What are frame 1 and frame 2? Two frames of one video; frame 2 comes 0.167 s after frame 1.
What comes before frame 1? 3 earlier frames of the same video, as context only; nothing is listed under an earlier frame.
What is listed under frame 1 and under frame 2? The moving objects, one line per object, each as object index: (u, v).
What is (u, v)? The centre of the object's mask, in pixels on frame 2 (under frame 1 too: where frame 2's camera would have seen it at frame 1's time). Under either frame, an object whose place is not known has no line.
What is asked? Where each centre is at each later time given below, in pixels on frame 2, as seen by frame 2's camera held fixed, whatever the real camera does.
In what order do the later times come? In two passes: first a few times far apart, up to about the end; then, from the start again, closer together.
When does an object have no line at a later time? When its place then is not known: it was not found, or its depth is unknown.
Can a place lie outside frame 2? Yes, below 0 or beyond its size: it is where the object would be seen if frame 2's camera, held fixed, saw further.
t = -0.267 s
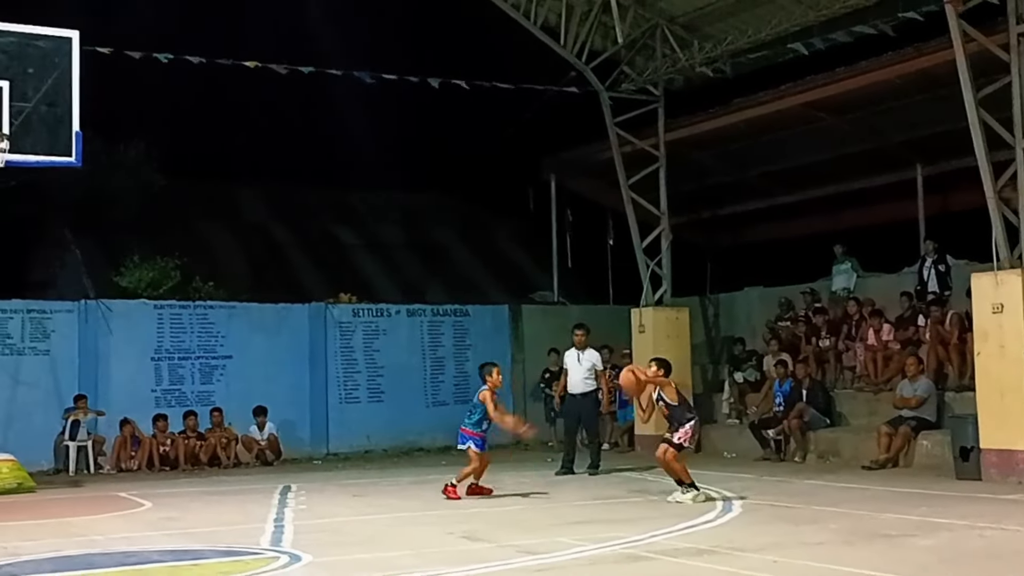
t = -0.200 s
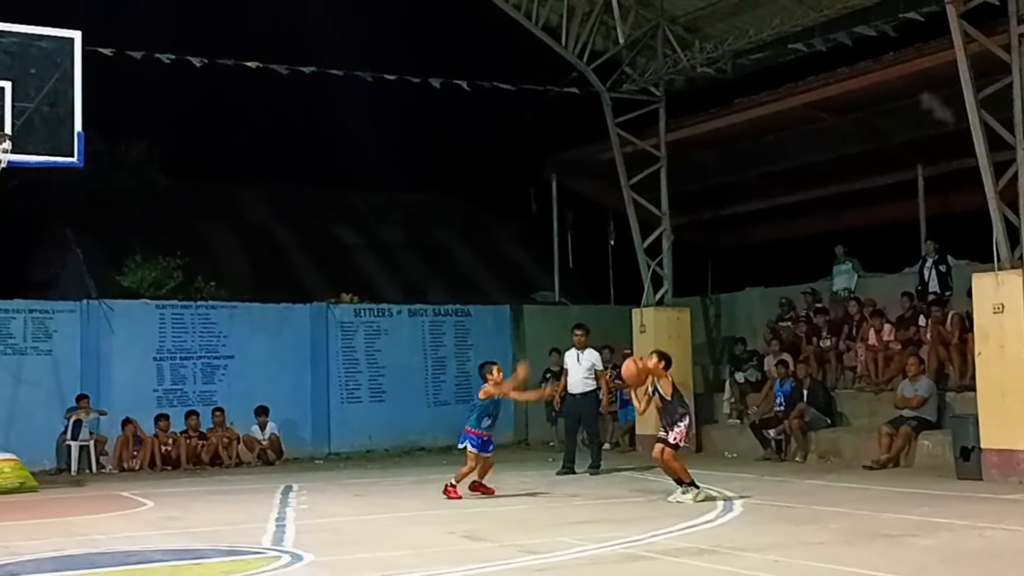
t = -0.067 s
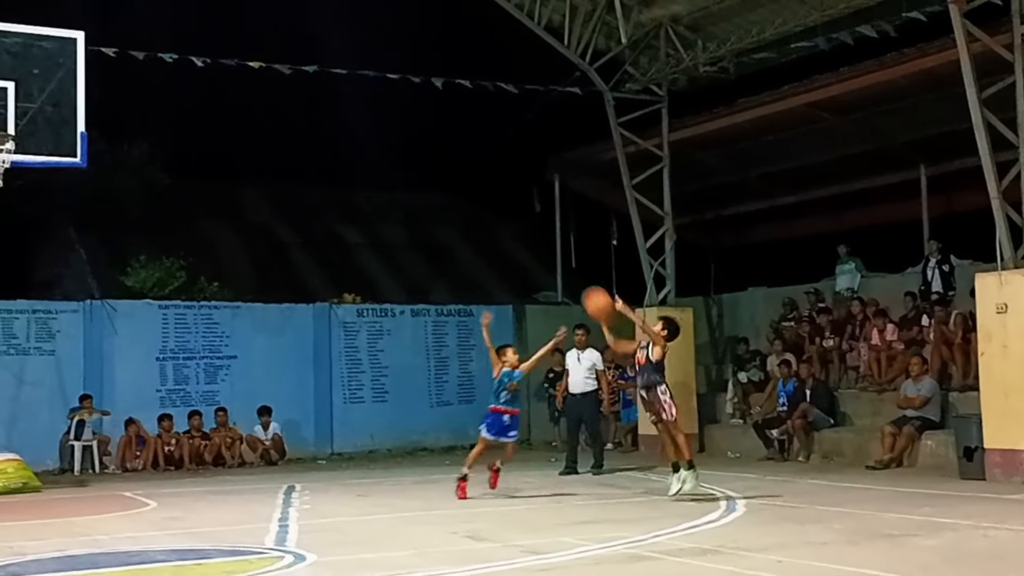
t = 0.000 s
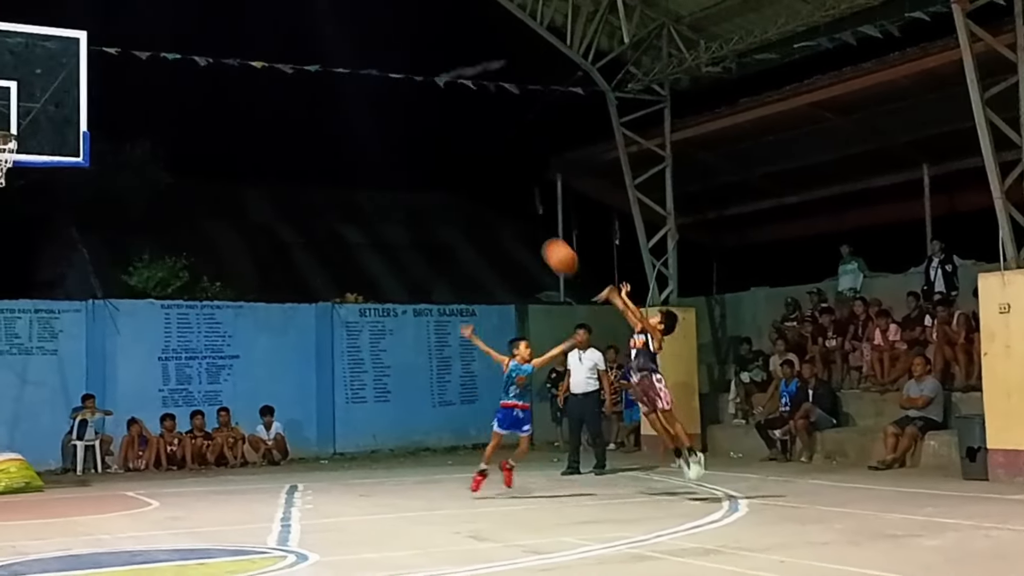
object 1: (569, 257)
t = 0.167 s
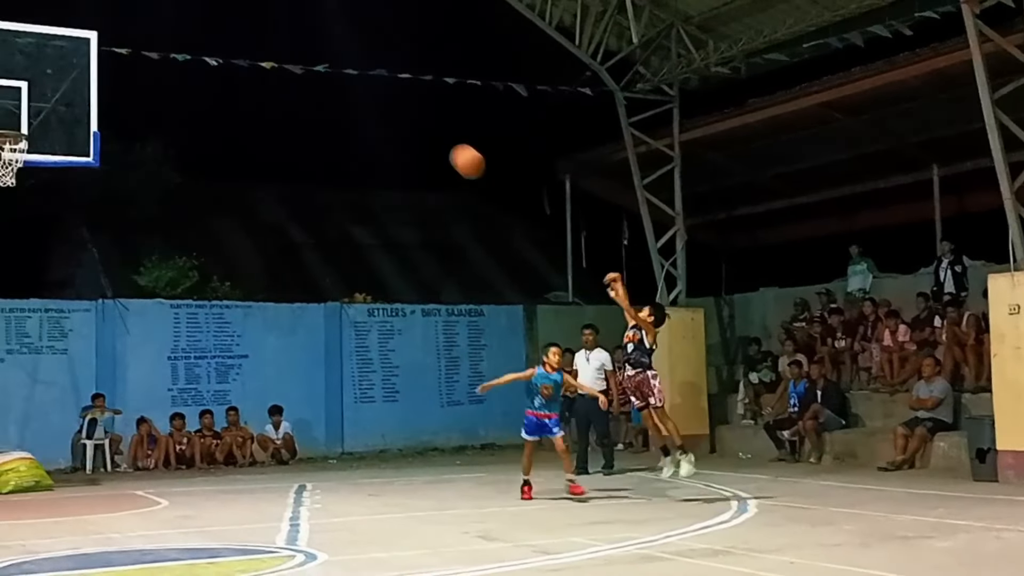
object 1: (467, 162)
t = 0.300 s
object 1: (388, 108)
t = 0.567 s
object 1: (233, 61)
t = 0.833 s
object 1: (79, 92)
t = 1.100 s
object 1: (-22, 117)
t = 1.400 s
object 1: (-87, 146)
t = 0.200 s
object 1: (448, 146)
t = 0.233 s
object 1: (428, 133)
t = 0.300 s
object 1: (388, 108)
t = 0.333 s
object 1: (368, 98)
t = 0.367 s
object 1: (349, 90)
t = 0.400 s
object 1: (329, 82)
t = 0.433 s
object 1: (309, 75)
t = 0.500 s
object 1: (271, 66)
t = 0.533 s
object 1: (252, 63)
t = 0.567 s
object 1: (233, 61)
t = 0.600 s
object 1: (213, 61)
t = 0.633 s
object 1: (194, 62)
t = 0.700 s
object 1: (157, 67)
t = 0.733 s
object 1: (137, 71)
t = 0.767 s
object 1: (118, 77)
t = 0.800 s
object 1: (101, 82)
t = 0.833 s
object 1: (79, 92)
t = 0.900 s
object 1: (44, 111)
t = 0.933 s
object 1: (25, 123)
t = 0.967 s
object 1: (14, 119)
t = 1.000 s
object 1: (5, 116)
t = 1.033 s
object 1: (-6, 117)
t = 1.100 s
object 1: (-22, 117)
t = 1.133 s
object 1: (-33, 118)
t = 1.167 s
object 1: (-43, 121)
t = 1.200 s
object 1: (-54, 125)
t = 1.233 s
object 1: (-62, 130)
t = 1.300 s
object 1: (-72, 133)
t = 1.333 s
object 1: (-77, 135)
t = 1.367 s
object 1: (-82, 139)
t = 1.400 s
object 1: (-87, 146)
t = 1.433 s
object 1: (-92, 154)
